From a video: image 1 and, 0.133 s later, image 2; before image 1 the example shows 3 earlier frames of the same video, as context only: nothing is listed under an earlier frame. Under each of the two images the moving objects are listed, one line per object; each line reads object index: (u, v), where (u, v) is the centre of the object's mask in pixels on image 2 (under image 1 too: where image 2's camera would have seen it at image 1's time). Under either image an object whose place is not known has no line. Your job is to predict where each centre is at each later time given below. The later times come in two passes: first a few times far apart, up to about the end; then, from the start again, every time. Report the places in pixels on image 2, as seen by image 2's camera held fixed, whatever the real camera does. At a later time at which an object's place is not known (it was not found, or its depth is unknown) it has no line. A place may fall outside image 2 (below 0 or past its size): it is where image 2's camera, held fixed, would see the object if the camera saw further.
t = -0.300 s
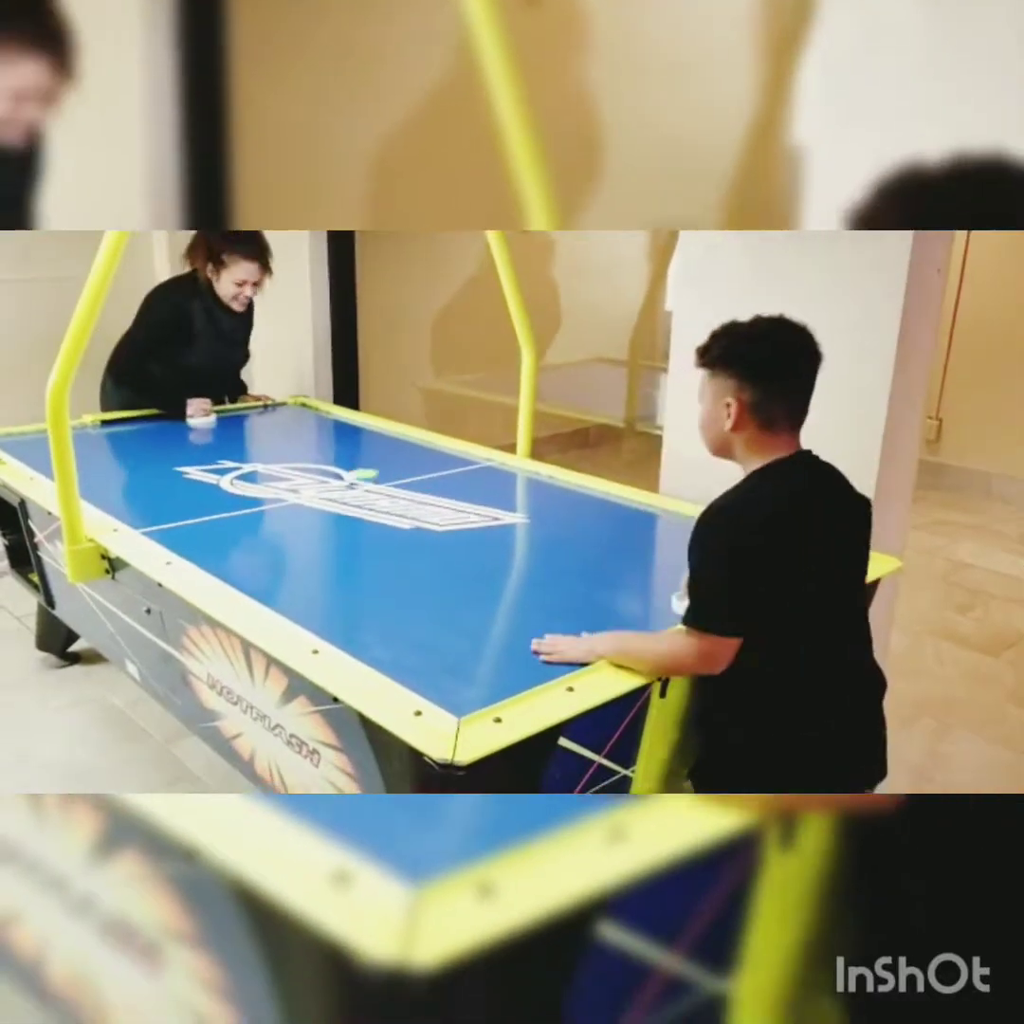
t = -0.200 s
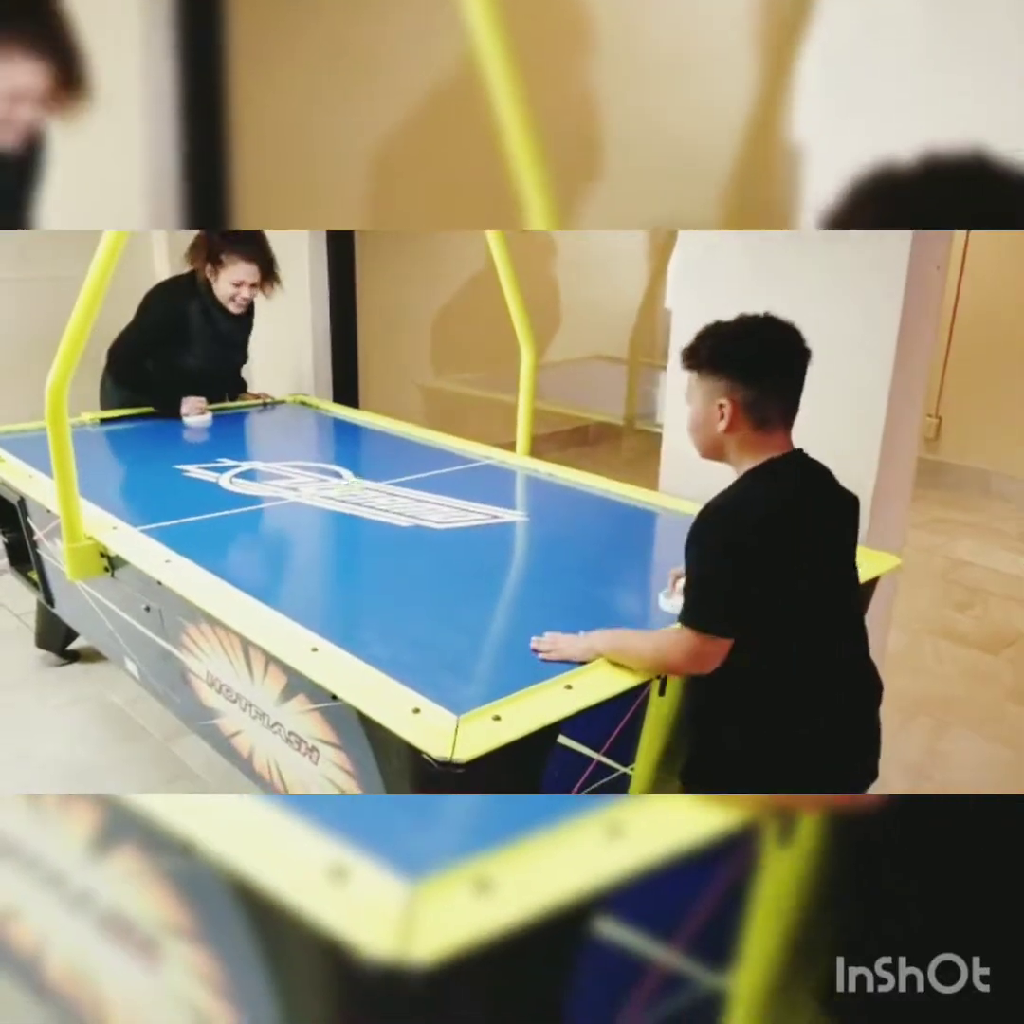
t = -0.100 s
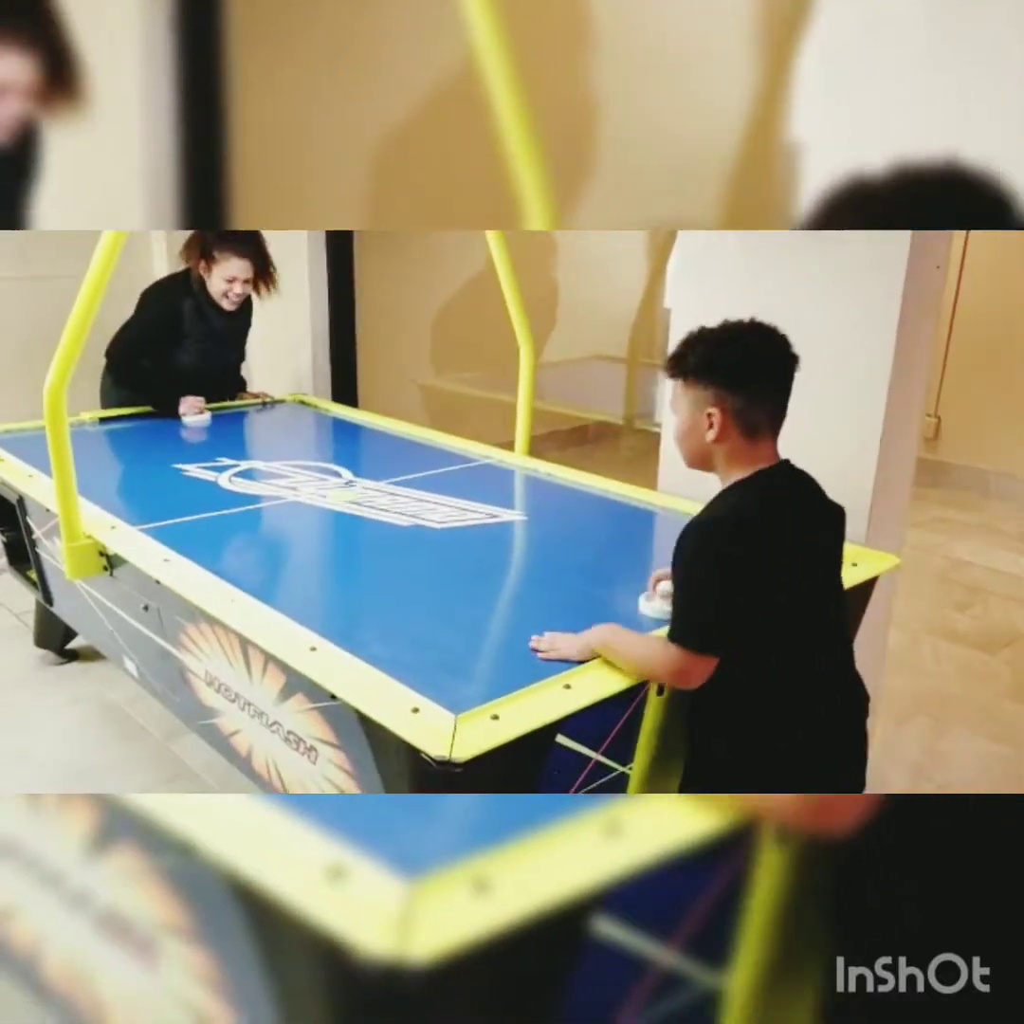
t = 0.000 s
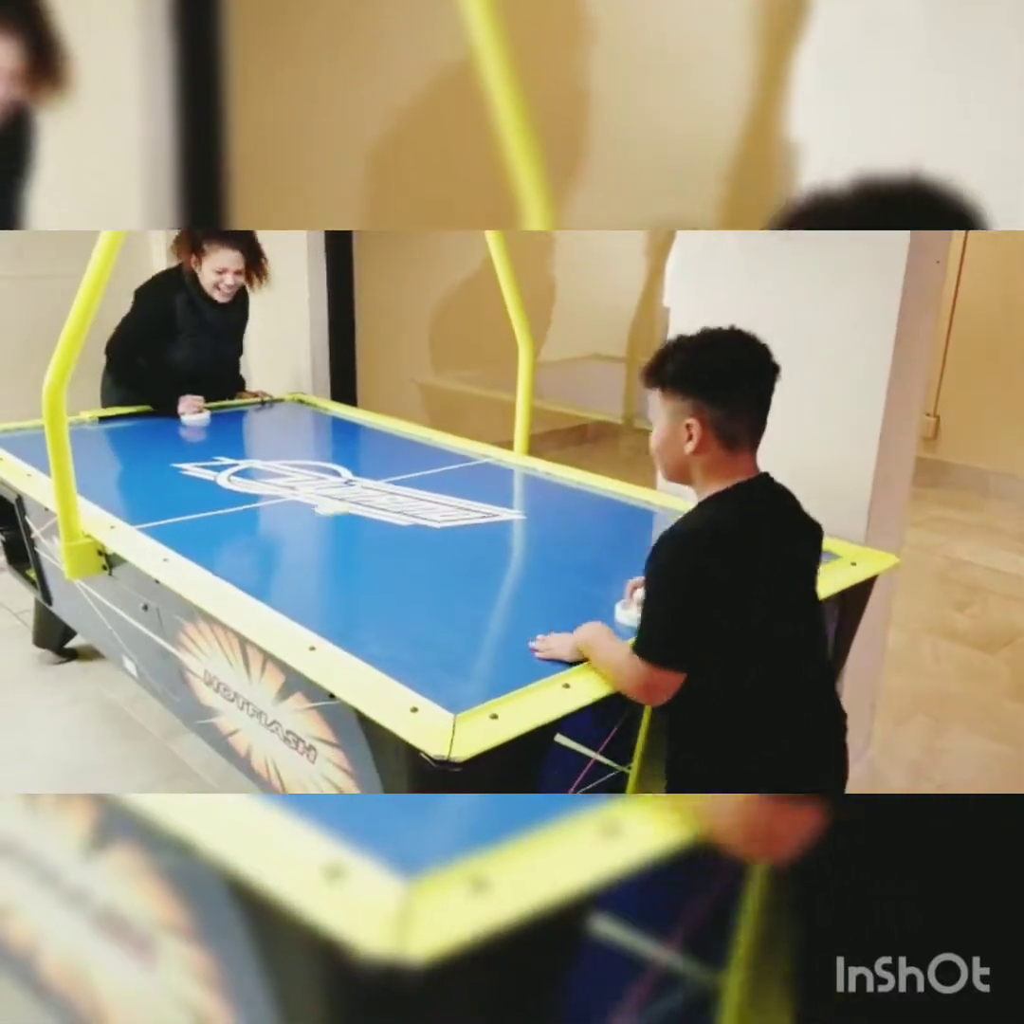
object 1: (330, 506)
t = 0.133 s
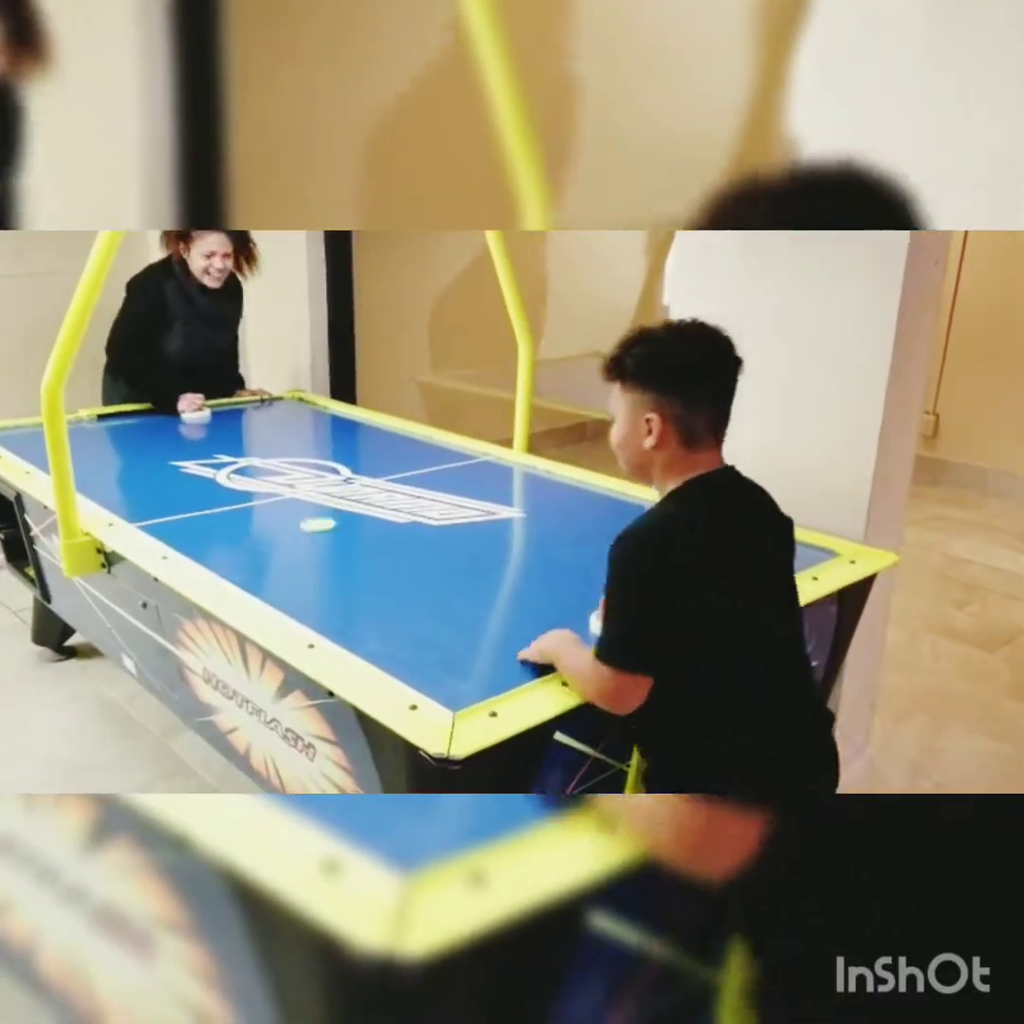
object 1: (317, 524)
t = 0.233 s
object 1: (307, 539)
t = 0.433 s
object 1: (284, 571)
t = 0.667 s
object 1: (308, 597)
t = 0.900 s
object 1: (394, 601)
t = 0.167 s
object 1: (314, 529)
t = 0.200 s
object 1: (310, 534)
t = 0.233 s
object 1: (307, 539)
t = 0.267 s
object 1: (303, 544)
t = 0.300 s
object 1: (300, 549)
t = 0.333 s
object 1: (296, 555)
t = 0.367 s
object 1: (292, 560)
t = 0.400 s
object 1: (288, 566)
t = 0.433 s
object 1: (284, 571)
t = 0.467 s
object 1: (280, 577)
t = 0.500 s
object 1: (276, 583)
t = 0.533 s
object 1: (272, 590)
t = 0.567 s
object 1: (271, 595)
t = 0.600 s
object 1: (282, 596)
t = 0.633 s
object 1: (296, 597)
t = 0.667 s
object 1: (308, 597)
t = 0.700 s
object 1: (321, 598)
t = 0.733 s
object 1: (333, 599)
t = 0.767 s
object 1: (345, 599)
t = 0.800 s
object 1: (357, 600)
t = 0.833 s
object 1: (370, 600)
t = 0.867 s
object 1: (382, 600)
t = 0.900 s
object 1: (394, 601)
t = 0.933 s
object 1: (406, 601)
